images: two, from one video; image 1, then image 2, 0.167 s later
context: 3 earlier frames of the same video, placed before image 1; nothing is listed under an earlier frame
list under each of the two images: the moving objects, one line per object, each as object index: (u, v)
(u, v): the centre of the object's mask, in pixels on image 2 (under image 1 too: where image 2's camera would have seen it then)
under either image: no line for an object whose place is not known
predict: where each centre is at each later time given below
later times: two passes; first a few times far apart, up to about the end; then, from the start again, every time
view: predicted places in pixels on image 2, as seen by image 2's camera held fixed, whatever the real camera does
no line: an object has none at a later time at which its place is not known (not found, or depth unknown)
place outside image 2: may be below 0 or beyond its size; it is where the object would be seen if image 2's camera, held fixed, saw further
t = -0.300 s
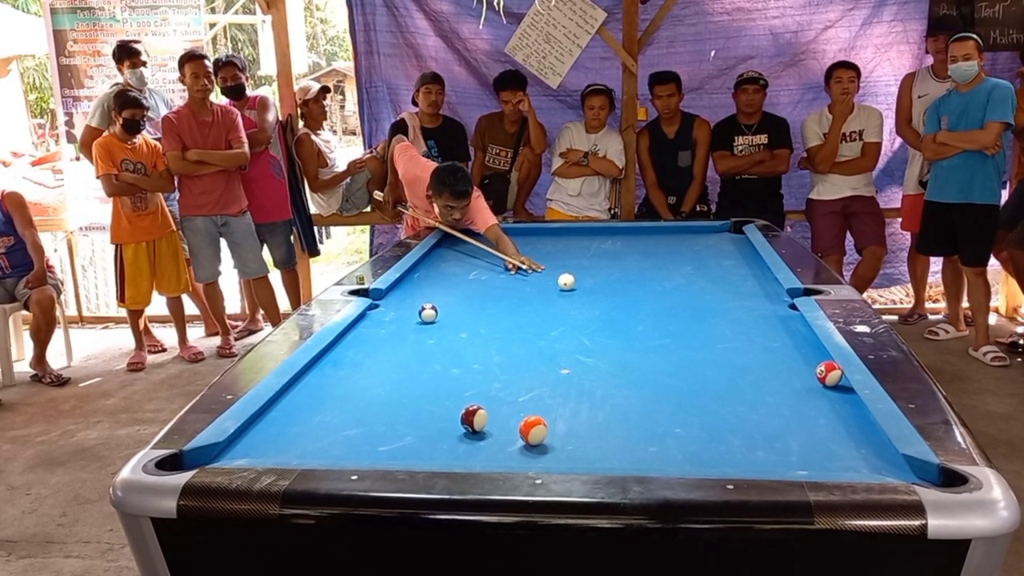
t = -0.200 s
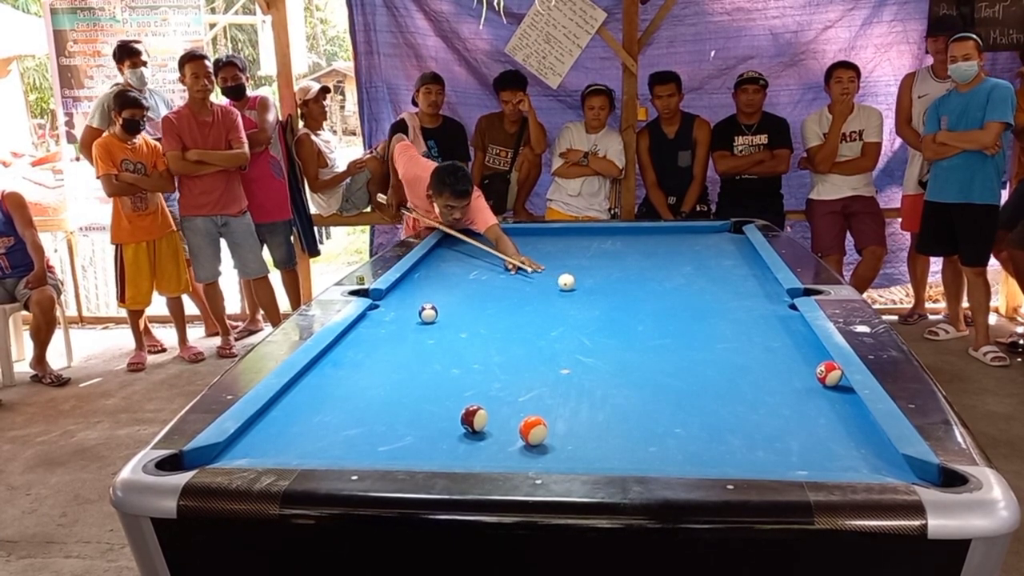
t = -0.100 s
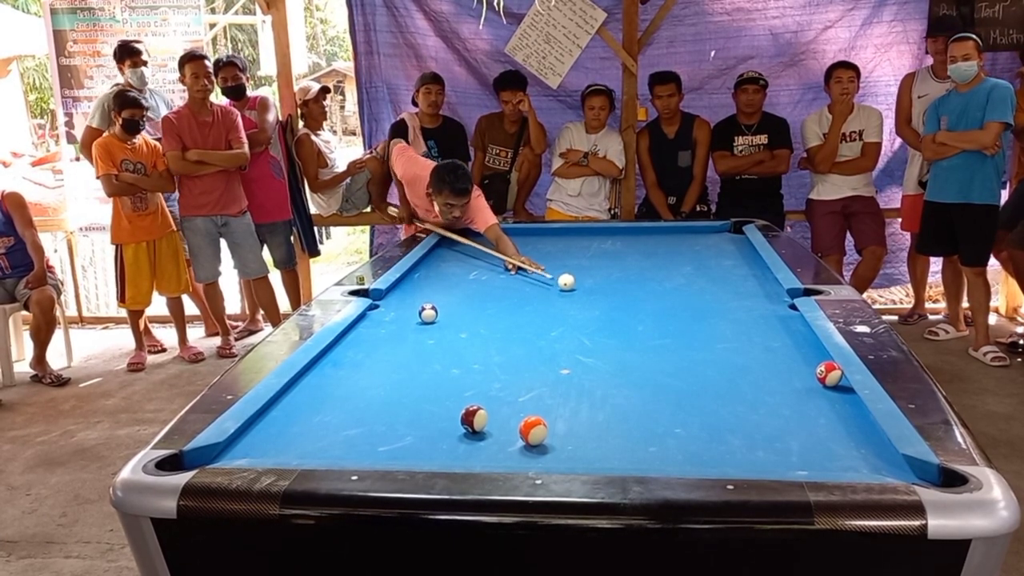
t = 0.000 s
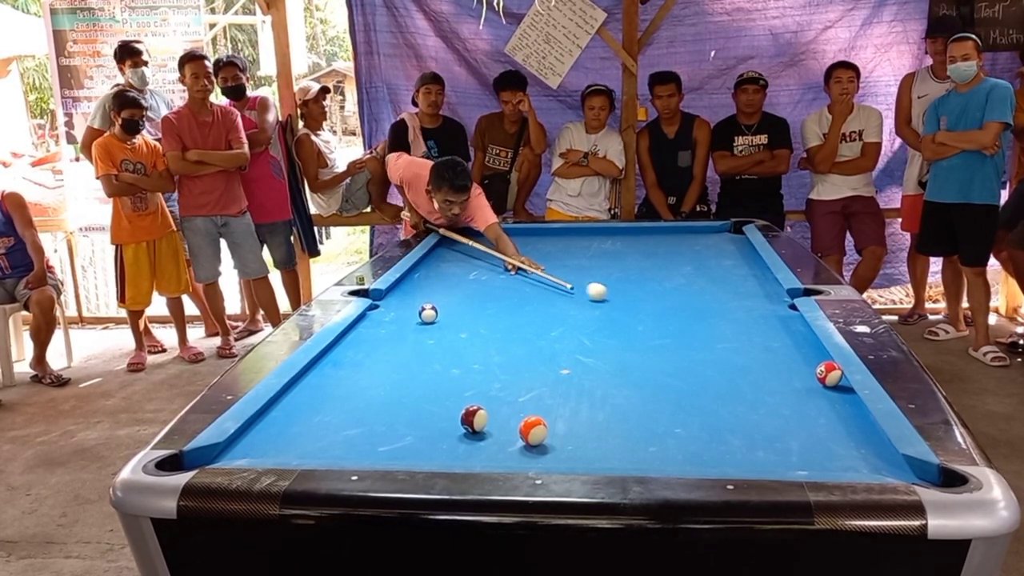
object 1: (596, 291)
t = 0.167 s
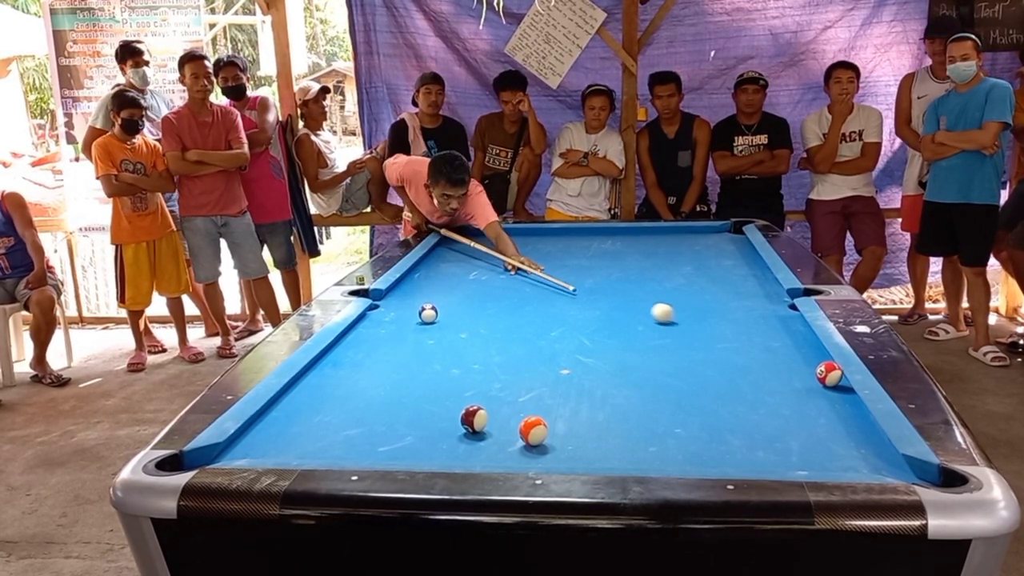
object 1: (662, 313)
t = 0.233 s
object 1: (690, 322)
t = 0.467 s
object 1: (806, 359)
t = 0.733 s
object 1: (762, 381)
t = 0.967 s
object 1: (701, 400)
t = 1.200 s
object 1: (634, 421)
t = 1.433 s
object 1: (564, 444)
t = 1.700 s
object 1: (488, 452)
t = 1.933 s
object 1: (445, 441)
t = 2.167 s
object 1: (407, 427)
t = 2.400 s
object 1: (374, 415)
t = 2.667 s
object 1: (340, 403)
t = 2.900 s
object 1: (314, 394)
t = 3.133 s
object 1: (301, 386)
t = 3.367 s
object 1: (326, 379)
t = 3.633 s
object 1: (352, 373)
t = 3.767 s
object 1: (365, 371)
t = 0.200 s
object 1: (676, 317)
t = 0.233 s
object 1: (690, 322)
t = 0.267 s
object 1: (704, 327)
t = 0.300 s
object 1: (719, 332)
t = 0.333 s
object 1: (735, 337)
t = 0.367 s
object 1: (752, 342)
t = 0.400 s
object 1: (769, 348)
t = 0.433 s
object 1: (788, 354)
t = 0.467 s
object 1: (806, 359)
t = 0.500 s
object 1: (820, 361)
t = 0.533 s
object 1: (814, 366)
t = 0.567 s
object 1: (804, 369)
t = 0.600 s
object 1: (795, 371)
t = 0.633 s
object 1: (787, 373)
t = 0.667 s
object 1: (778, 376)
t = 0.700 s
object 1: (770, 378)
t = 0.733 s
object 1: (762, 381)
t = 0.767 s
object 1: (753, 384)
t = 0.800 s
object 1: (745, 386)
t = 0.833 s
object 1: (736, 389)
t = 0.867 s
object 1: (727, 391)
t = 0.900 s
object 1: (718, 394)
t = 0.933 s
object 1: (709, 397)
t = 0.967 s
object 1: (701, 400)
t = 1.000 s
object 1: (692, 403)
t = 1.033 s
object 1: (682, 406)
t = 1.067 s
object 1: (673, 409)
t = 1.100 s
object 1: (664, 412)
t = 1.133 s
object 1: (654, 415)
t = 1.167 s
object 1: (645, 418)
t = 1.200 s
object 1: (634, 421)
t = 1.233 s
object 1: (625, 424)
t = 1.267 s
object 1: (615, 427)
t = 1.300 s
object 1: (605, 431)
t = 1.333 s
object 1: (595, 434)
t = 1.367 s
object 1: (584, 437)
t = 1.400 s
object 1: (574, 441)
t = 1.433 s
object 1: (564, 444)
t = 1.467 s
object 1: (553, 447)
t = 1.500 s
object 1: (542, 450)
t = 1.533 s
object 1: (531, 452)
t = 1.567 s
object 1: (520, 453)
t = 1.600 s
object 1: (509, 455)
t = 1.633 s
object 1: (501, 455)
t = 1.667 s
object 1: (494, 454)
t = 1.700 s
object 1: (488, 452)
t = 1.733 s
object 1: (481, 451)
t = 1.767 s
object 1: (475, 449)
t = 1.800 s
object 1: (468, 448)
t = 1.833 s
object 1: (462, 447)
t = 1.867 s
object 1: (456, 445)
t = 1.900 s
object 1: (450, 443)
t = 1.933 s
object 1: (445, 441)
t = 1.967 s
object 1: (439, 438)
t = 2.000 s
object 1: (433, 436)
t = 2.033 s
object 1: (428, 434)
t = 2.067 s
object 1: (423, 433)
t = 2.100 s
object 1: (417, 430)
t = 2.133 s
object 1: (412, 429)
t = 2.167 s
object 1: (407, 427)
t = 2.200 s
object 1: (402, 425)
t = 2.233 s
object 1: (397, 423)
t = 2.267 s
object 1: (392, 422)
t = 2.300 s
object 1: (388, 420)
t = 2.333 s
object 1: (383, 418)
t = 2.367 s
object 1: (378, 416)
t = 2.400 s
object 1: (374, 415)
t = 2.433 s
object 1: (369, 413)
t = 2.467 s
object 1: (365, 412)
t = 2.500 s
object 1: (361, 410)
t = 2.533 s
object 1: (356, 409)
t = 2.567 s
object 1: (352, 407)
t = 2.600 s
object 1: (348, 406)
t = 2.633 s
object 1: (344, 404)
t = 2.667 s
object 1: (340, 403)
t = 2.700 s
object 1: (336, 402)
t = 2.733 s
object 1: (332, 400)
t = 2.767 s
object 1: (328, 399)
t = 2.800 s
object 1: (325, 398)
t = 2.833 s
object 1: (321, 397)
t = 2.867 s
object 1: (318, 395)
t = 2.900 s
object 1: (314, 394)
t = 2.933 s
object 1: (310, 393)
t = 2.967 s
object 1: (307, 391)
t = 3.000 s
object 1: (304, 390)
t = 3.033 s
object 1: (300, 389)
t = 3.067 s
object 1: (297, 388)
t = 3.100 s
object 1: (297, 387)
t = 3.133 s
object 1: (301, 386)
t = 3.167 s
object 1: (305, 385)
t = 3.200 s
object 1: (309, 384)
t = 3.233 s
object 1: (312, 383)
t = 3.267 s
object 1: (316, 382)
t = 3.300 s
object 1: (320, 381)
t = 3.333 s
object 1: (323, 380)
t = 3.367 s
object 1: (326, 379)
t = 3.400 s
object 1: (330, 379)
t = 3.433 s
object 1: (333, 378)
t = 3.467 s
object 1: (337, 377)
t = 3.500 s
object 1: (340, 376)
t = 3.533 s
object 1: (343, 375)
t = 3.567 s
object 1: (346, 375)
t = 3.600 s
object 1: (349, 374)
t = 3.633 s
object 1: (352, 373)
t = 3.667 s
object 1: (355, 372)
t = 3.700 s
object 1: (358, 372)
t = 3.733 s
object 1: (361, 371)
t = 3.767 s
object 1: (365, 371)
